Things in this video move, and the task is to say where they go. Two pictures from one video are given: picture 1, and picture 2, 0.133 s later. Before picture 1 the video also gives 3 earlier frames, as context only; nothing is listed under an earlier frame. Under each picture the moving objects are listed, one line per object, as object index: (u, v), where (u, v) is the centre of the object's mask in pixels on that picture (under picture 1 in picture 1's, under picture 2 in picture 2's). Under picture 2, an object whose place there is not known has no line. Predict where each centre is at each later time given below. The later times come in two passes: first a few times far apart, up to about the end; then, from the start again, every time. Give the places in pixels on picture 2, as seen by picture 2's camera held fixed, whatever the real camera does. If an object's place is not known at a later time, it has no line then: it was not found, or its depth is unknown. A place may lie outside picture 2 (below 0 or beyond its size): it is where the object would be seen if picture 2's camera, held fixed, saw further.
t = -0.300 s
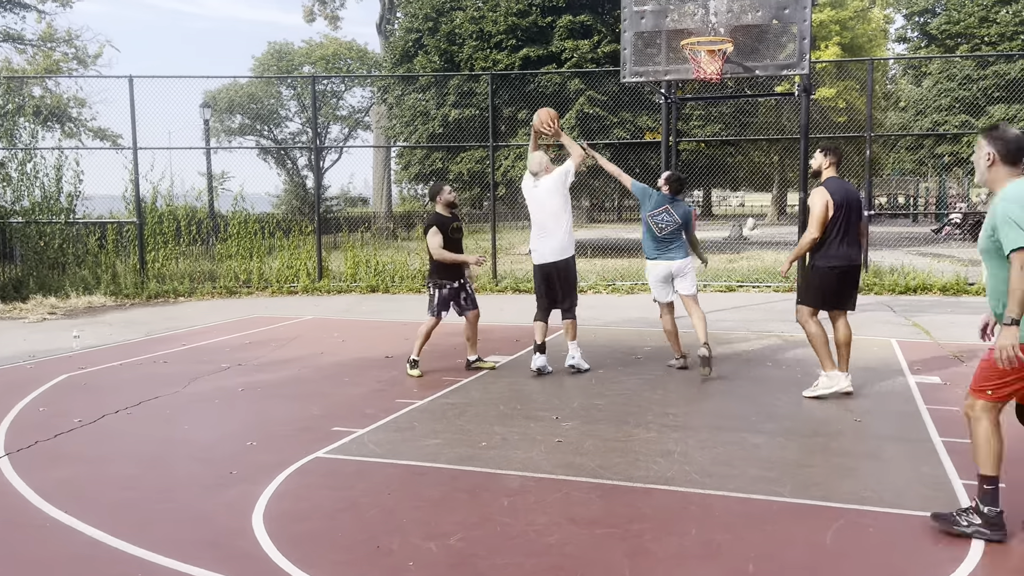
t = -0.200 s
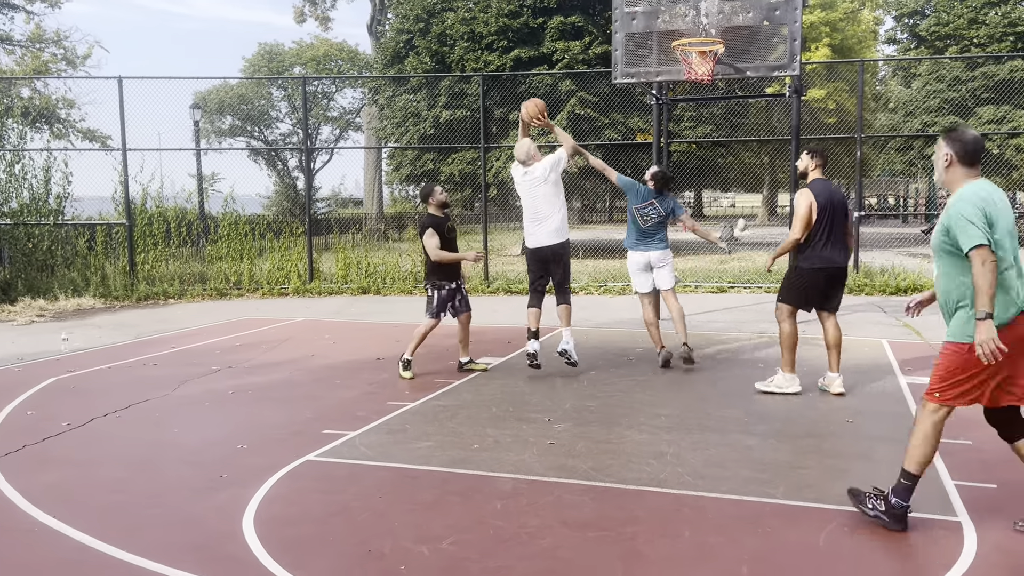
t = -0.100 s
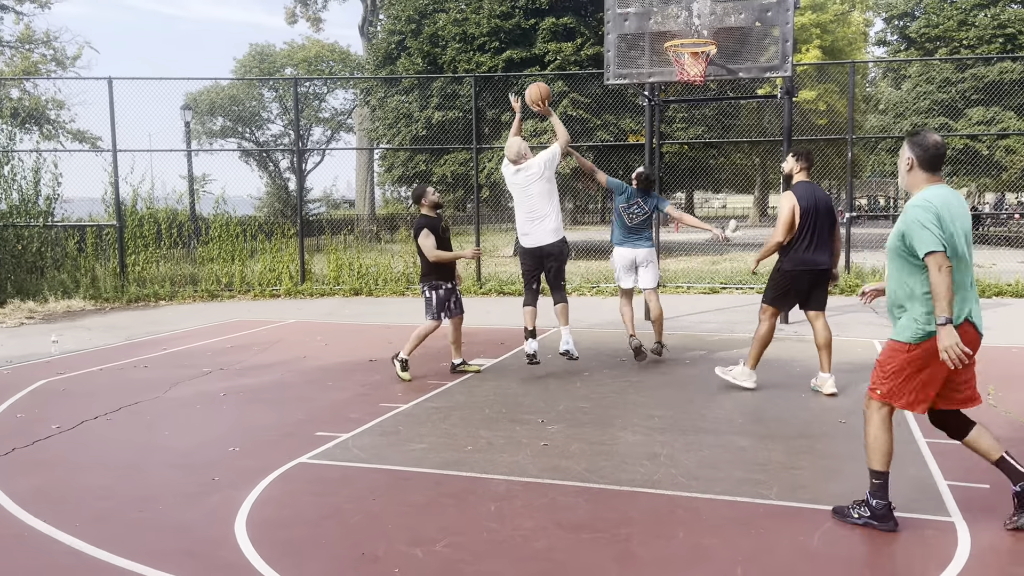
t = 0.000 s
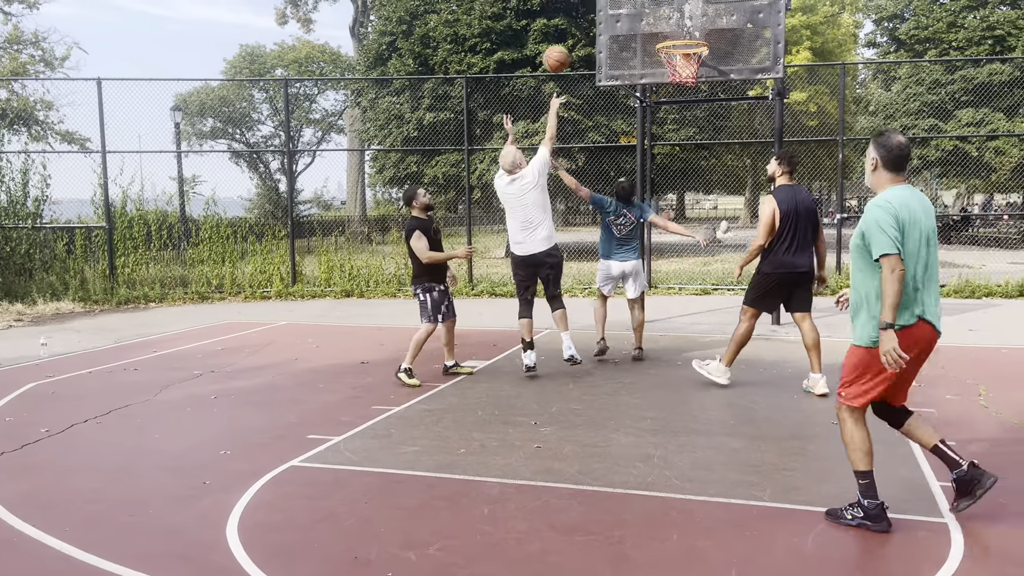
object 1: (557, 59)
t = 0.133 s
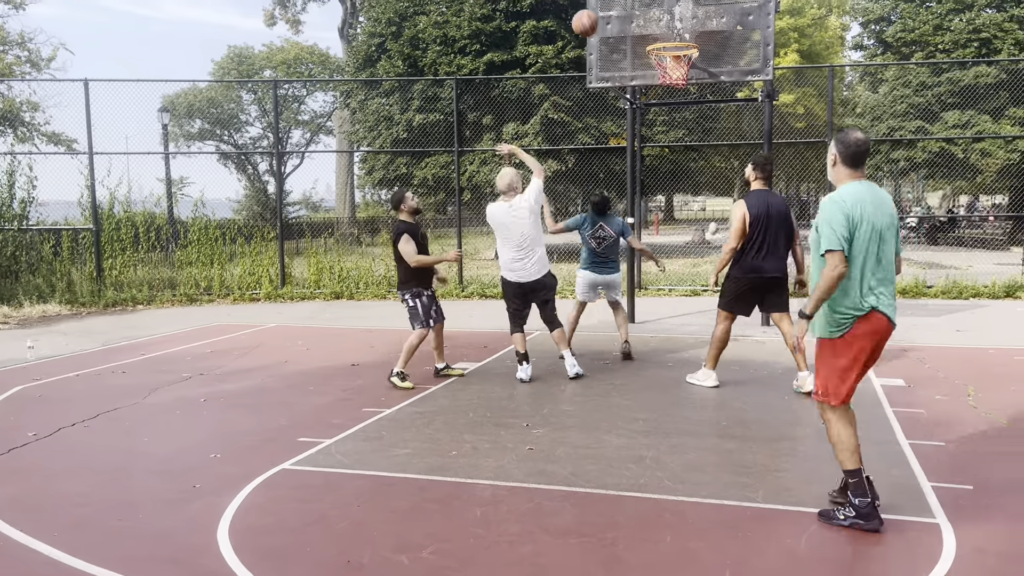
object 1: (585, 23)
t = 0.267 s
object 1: (621, 8)
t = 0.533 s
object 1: (676, 24)
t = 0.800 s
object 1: (666, 31)
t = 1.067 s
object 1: (687, 34)
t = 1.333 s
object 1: (659, 63)
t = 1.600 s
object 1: (677, 87)
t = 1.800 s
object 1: (697, 129)
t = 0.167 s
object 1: (595, 17)
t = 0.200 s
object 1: (603, 12)
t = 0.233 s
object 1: (613, 10)
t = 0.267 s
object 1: (621, 8)
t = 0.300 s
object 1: (630, 7)
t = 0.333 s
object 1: (638, 7)
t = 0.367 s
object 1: (647, 7)
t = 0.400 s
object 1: (655, 9)
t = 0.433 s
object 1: (663, 12)
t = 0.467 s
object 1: (670, 17)
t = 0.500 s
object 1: (672, 20)
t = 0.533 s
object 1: (676, 24)
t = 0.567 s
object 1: (679, 30)
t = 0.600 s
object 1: (683, 35)
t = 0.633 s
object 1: (681, 36)
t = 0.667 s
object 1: (673, 36)
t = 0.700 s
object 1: (662, 37)
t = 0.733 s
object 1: (661, 35)
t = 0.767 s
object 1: (664, 33)
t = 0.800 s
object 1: (666, 31)
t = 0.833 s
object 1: (669, 30)
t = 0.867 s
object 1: (671, 29)
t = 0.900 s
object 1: (675, 29)
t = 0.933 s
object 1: (677, 29)
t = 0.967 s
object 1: (680, 29)
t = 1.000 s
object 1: (682, 30)
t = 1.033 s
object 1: (685, 32)
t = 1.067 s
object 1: (687, 34)
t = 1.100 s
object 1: (688, 40)
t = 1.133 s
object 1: (685, 41)
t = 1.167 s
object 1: (680, 43)
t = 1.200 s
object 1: (675, 47)
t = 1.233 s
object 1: (671, 51)
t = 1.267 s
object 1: (666, 57)
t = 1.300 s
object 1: (661, 60)
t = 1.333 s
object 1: (659, 63)
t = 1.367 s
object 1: (658, 64)
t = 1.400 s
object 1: (659, 68)
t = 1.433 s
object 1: (664, 69)
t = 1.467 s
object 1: (665, 73)
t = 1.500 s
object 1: (664, 73)
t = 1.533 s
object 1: (671, 84)
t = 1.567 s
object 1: (674, 85)
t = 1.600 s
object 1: (677, 87)
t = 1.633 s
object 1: (680, 89)
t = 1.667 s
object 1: (683, 93)
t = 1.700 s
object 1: (687, 100)
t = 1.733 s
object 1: (690, 108)
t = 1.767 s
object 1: (693, 118)
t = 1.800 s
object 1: (697, 129)
